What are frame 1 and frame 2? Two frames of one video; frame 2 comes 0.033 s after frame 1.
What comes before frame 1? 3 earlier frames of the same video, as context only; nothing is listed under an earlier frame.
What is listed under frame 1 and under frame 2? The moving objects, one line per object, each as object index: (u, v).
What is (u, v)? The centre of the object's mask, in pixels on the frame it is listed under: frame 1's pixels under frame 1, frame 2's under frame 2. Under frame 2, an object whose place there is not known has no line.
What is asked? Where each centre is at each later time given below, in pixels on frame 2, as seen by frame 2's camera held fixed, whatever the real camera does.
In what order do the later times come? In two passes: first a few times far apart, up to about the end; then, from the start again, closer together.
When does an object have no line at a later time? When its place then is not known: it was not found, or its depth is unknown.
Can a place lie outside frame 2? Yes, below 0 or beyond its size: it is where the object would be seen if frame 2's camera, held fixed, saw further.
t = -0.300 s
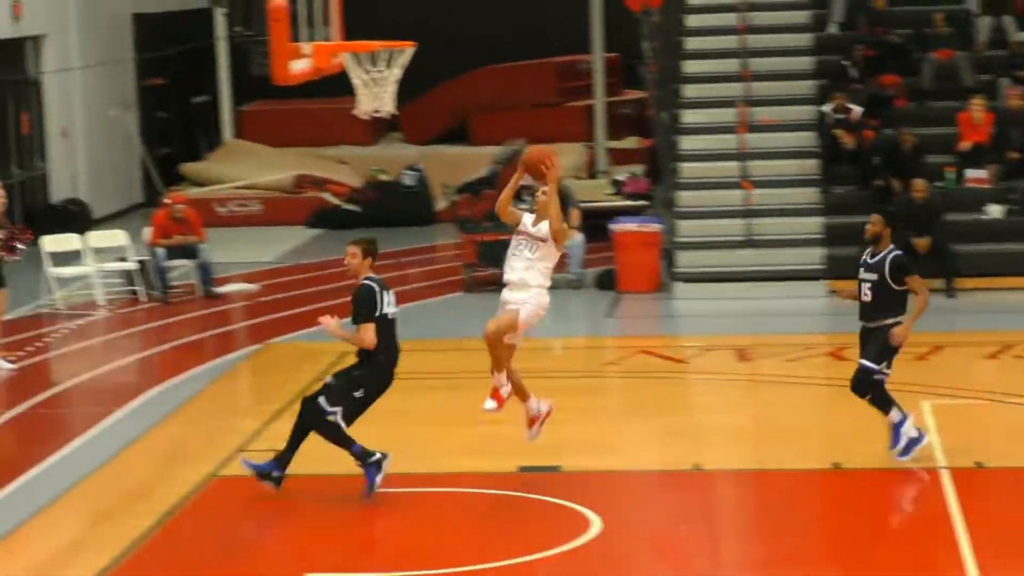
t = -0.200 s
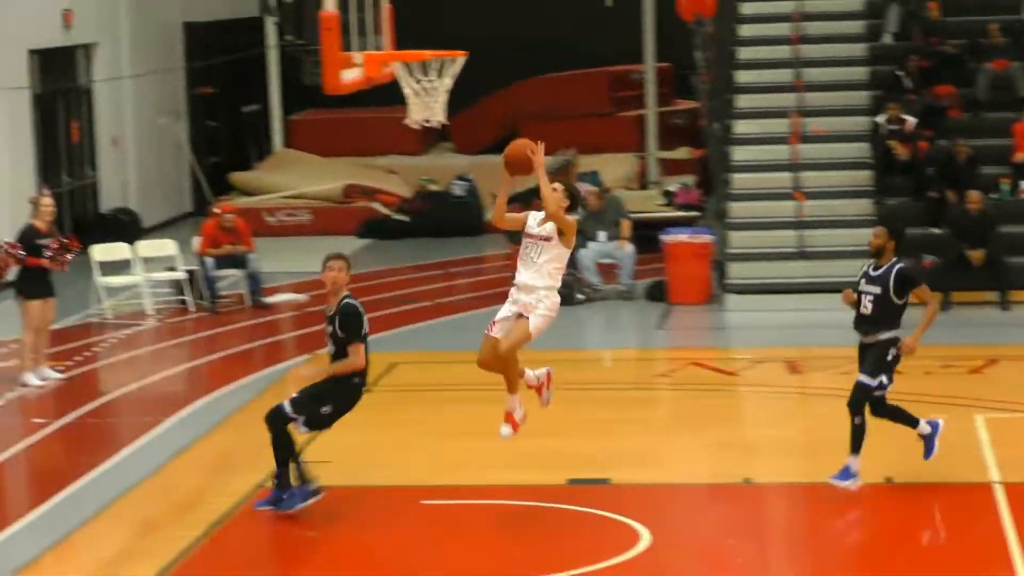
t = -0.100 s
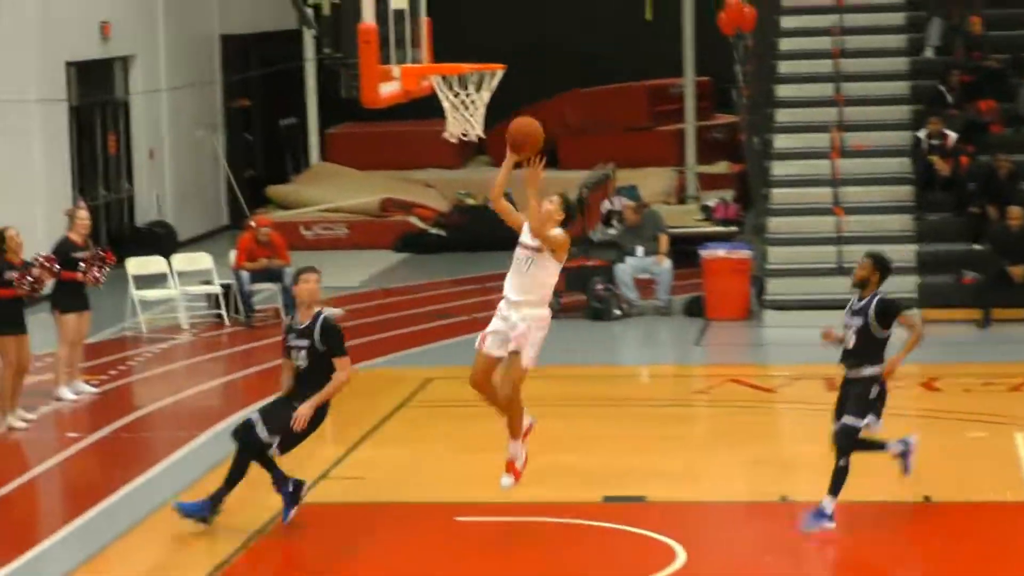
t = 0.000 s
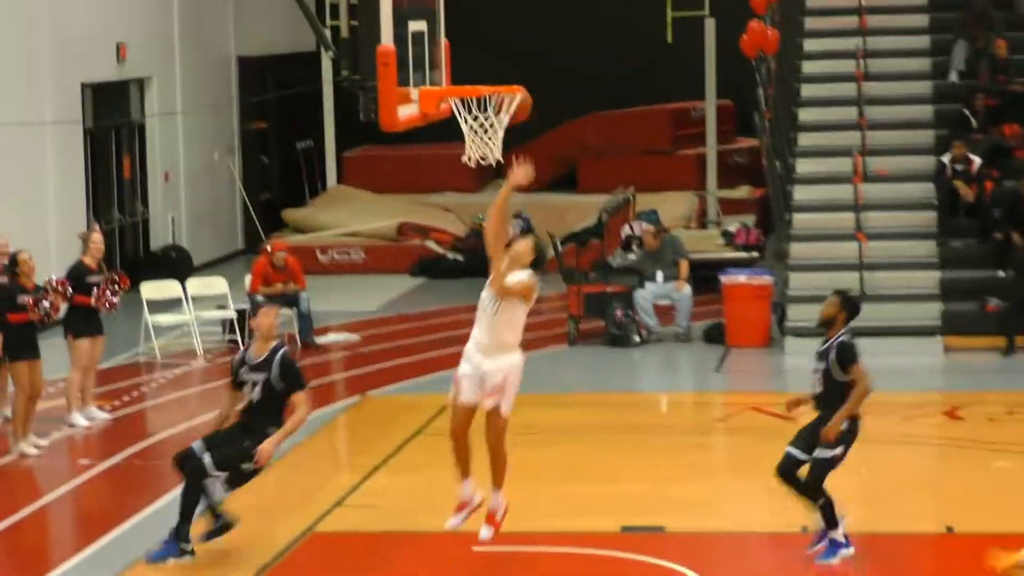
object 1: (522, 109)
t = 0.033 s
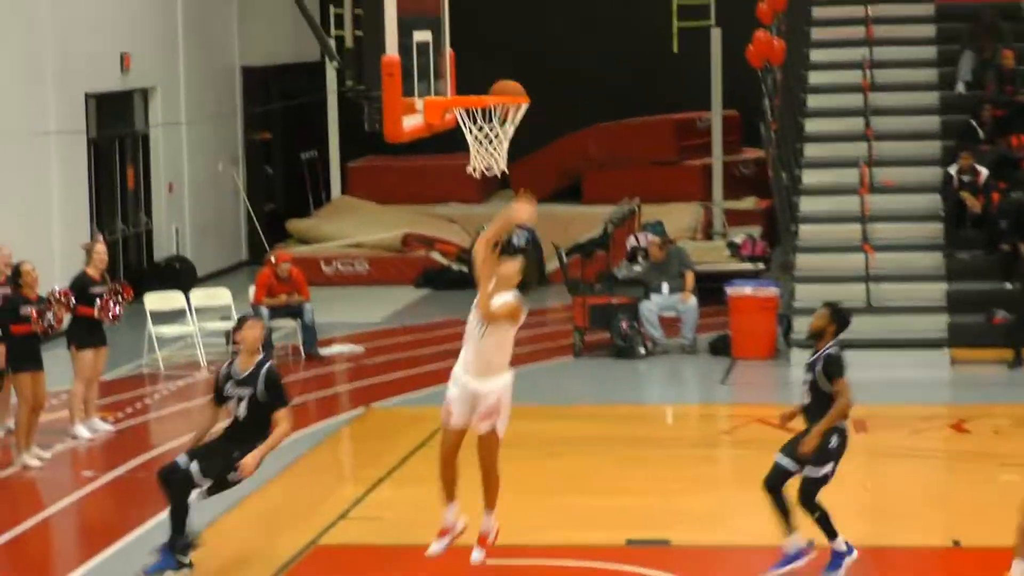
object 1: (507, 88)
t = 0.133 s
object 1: (475, 61)
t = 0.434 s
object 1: (497, 58)
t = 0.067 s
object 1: (497, 81)
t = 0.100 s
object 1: (486, 72)
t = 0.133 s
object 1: (475, 61)
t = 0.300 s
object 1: (469, 40)
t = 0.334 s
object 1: (475, 41)
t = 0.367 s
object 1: (483, 44)
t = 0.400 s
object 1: (490, 50)
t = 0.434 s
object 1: (497, 58)
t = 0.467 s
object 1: (504, 67)
